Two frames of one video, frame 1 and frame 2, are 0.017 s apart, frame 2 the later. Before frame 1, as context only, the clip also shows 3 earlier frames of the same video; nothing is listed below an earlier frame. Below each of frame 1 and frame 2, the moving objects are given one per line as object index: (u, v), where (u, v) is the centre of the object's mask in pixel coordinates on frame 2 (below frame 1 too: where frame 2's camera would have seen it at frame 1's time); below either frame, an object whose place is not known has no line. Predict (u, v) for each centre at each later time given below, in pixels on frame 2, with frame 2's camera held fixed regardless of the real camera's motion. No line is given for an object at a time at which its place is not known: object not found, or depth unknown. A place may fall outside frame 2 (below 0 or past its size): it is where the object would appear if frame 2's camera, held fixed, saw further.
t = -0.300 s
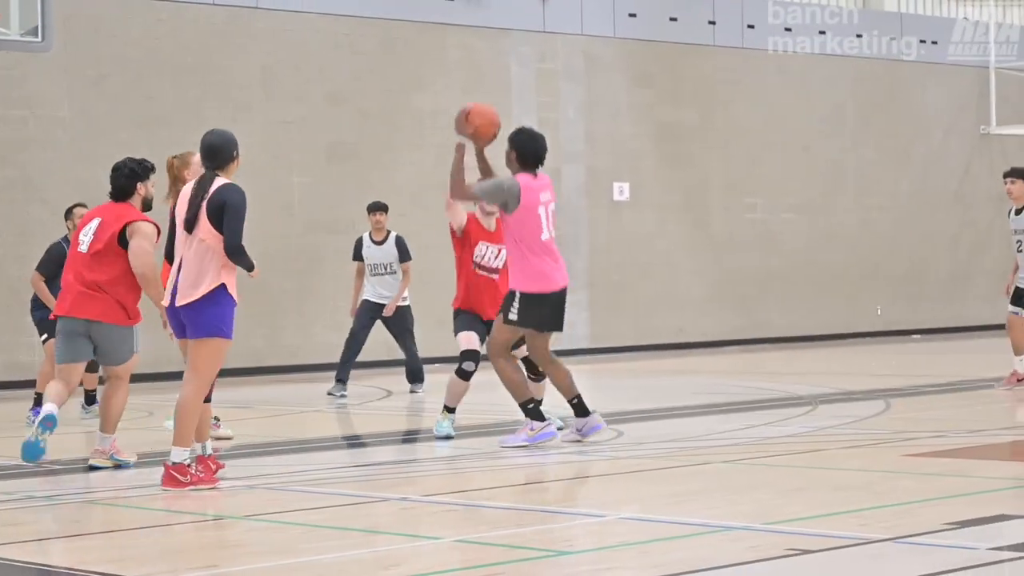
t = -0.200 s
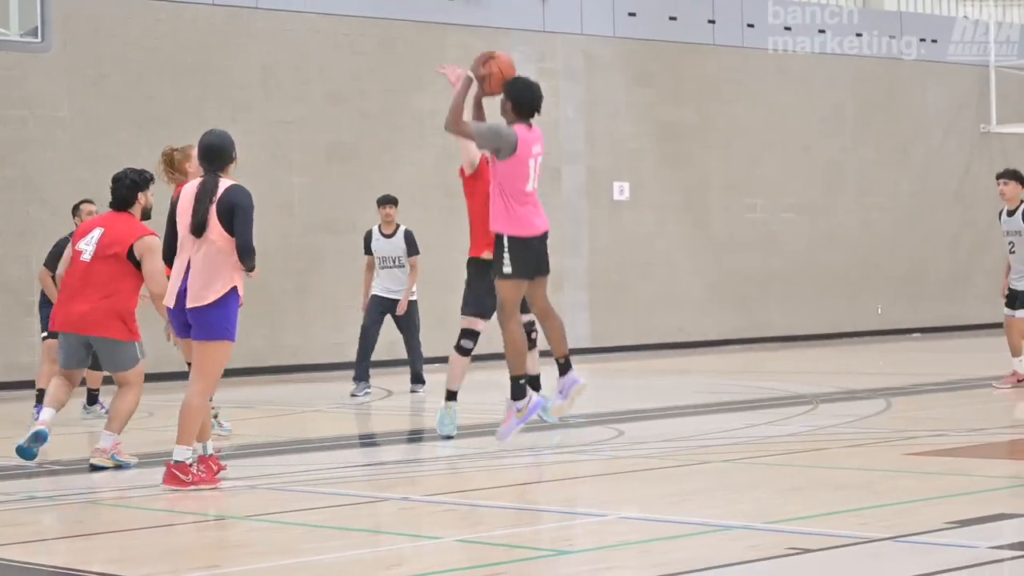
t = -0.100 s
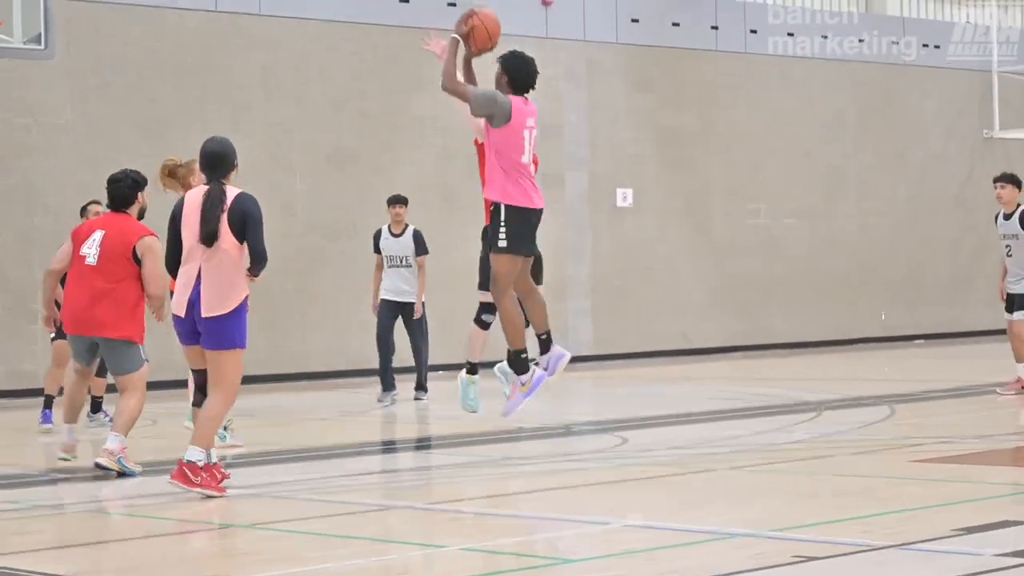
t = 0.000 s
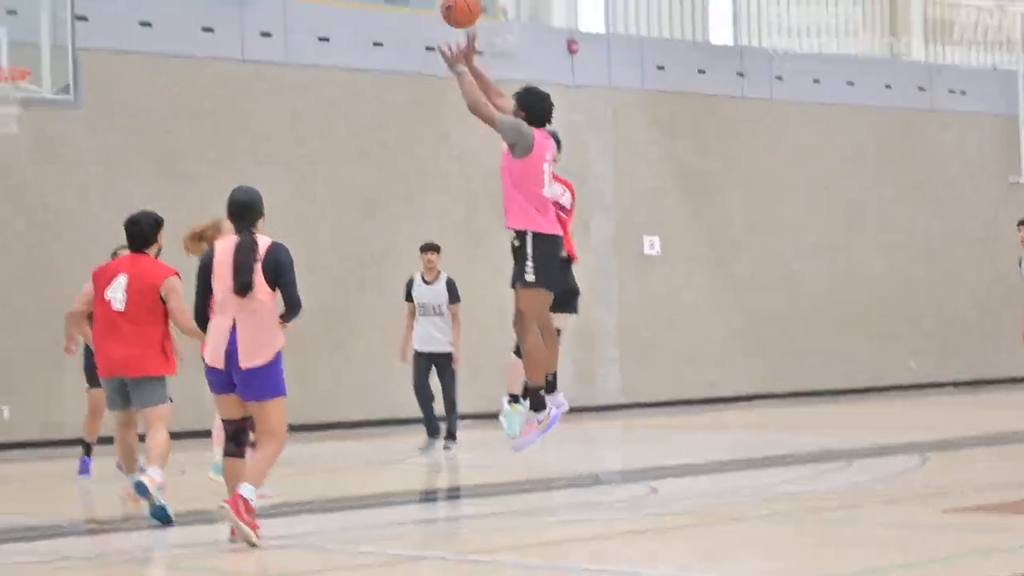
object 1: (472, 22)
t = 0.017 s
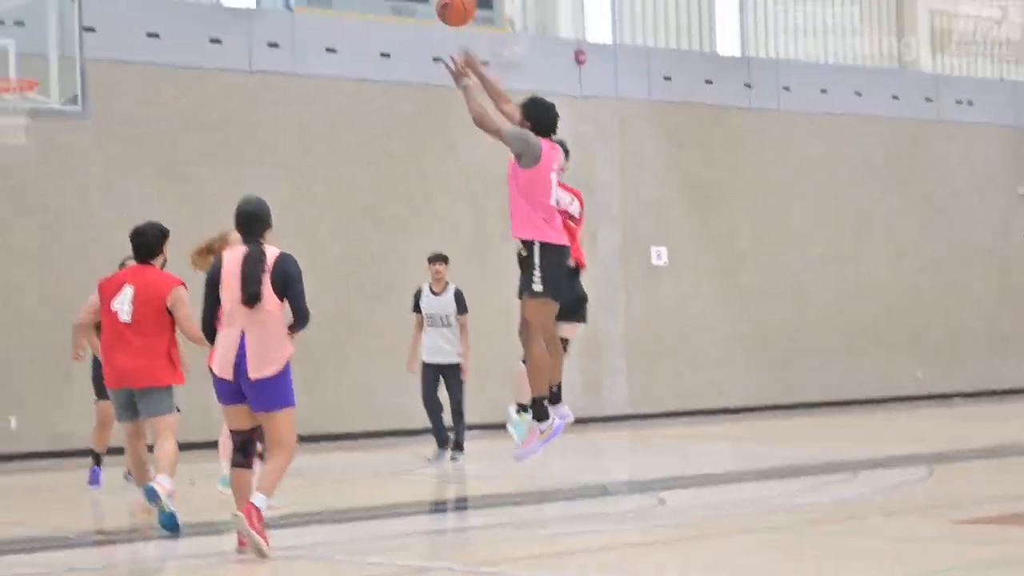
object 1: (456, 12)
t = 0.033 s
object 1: (441, 1)
